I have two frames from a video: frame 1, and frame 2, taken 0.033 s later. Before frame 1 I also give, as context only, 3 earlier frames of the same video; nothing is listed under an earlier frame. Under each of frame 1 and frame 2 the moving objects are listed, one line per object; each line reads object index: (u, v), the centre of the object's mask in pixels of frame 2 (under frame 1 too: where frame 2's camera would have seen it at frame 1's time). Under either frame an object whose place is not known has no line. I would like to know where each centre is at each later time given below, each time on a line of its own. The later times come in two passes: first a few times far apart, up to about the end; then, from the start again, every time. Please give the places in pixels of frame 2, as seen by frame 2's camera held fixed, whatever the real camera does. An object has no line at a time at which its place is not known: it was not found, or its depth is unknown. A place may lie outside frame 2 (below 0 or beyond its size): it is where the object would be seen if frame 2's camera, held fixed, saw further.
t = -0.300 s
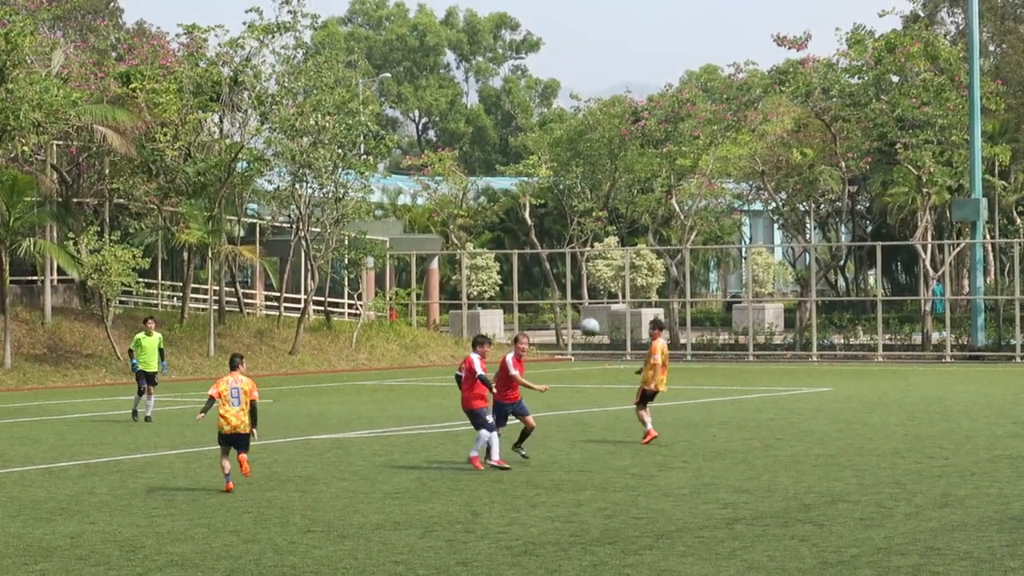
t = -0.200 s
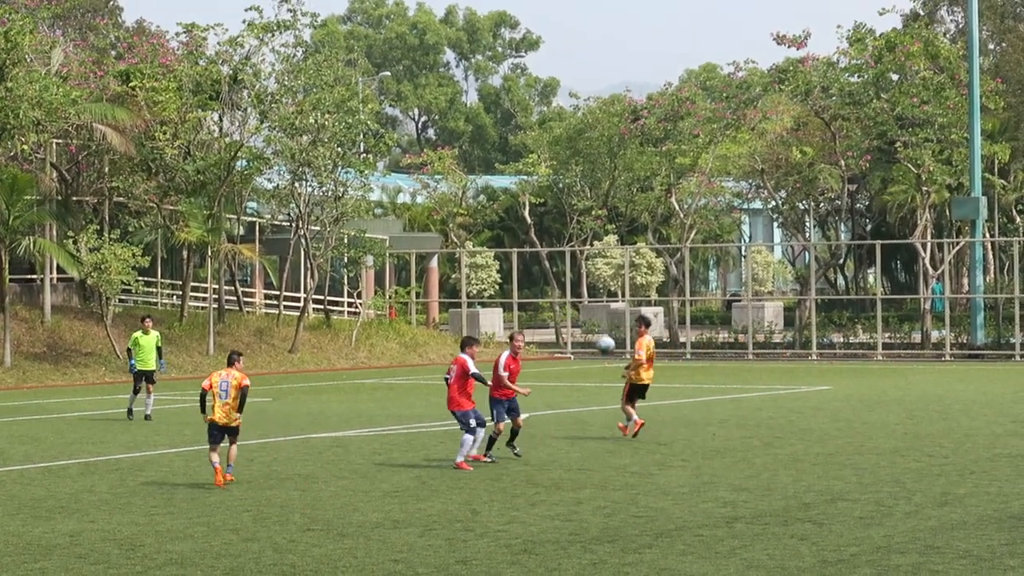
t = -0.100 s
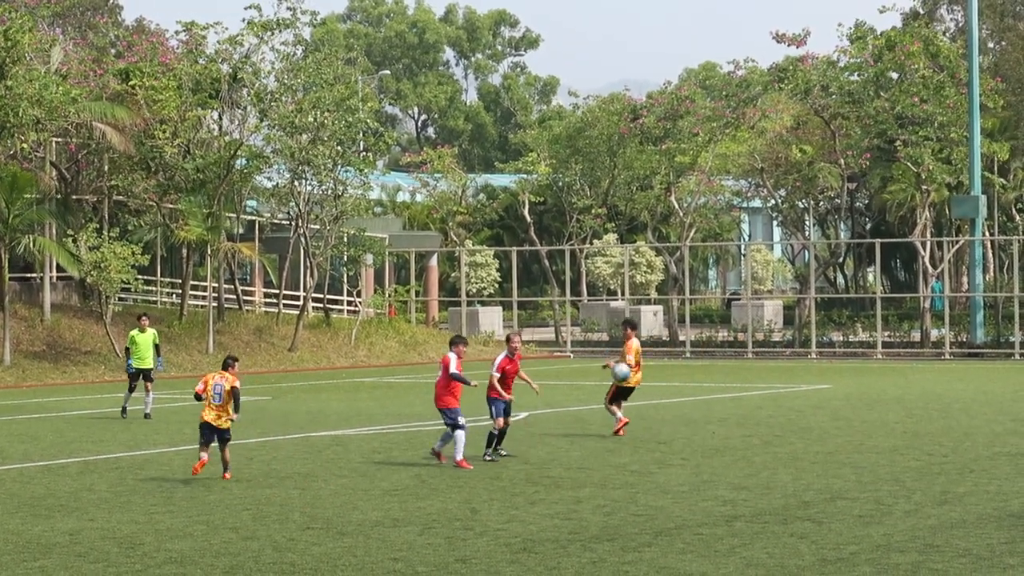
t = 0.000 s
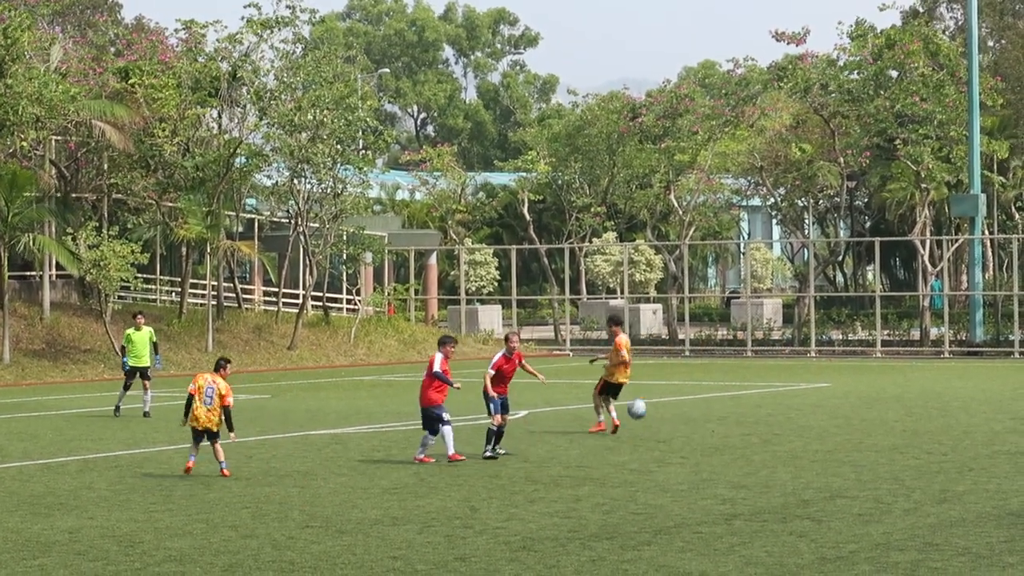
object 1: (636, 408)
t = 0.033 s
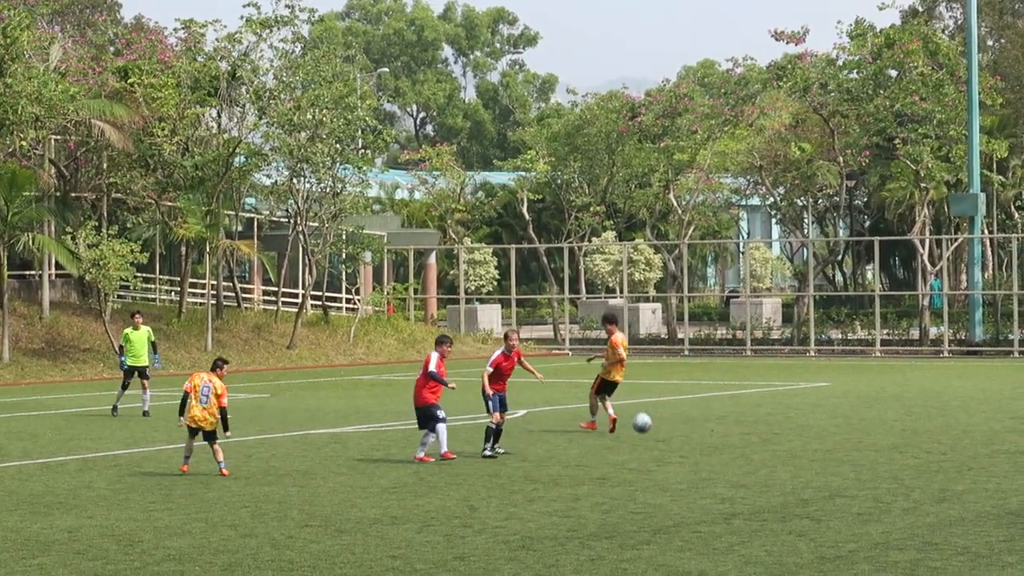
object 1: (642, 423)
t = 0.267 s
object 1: (667, 435)
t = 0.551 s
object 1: (686, 397)
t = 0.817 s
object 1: (705, 427)
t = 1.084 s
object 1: (728, 482)
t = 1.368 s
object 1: (754, 459)
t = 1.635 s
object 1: (781, 511)
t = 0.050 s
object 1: (645, 430)
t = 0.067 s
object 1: (647, 438)
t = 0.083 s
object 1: (650, 447)
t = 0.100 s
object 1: (653, 456)
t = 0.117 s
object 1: (656, 464)
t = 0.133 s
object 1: (658, 473)
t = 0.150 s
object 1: (659, 472)
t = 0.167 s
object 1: (661, 465)
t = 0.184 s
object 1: (662, 459)
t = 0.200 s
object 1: (663, 454)
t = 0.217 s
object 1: (664, 449)
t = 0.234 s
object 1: (665, 444)
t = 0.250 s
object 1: (666, 439)
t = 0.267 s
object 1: (667, 435)
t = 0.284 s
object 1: (668, 431)
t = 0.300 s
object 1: (670, 427)
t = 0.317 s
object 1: (671, 424)
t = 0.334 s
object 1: (672, 420)
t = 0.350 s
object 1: (673, 417)
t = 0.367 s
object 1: (674, 414)
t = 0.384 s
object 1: (675, 411)
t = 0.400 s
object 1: (676, 409)
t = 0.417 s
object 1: (677, 407)
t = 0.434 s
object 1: (678, 404)
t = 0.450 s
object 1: (679, 402)
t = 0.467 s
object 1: (681, 400)
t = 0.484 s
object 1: (682, 400)
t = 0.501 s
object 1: (683, 398)
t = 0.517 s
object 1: (684, 398)
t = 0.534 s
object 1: (685, 397)
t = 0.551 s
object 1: (686, 397)
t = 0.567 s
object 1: (687, 397)
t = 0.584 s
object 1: (688, 397)
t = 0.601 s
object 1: (690, 397)
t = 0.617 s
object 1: (691, 398)
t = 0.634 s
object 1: (692, 399)
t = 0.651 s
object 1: (693, 400)
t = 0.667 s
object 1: (694, 402)
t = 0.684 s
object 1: (695, 403)
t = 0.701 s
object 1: (697, 406)
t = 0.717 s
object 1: (698, 408)
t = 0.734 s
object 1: (699, 410)
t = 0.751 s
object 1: (701, 413)
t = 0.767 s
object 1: (702, 416)
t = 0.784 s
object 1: (703, 419)
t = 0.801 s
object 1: (704, 423)
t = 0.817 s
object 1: (705, 427)
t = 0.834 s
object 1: (706, 431)
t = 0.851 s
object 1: (708, 435)
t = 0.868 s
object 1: (709, 440)
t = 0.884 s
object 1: (711, 445)
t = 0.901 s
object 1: (713, 450)
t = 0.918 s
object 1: (714, 456)
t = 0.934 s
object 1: (715, 461)
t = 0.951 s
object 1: (717, 467)
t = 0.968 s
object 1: (718, 474)
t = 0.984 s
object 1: (719, 481)
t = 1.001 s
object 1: (721, 487)
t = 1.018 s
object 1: (722, 495)
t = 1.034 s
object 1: (723, 493)
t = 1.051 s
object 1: (725, 489)
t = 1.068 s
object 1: (726, 485)
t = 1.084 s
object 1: (728, 482)
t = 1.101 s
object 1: (729, 478)
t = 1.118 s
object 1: (731, 475)
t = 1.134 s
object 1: (732, 472)
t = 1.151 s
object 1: (733, 469)
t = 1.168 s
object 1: (735, 467)
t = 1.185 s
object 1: (736, 465)
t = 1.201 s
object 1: (738, 463)
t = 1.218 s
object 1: (740, 461)
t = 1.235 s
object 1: (741, 460)
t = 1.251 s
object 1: (743, 459)
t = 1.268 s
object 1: (744, 458)
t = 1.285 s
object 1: (745, 458)
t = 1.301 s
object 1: (747, 458)
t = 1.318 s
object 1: (749, 458)
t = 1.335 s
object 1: (750, 458)
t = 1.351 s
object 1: (752, 459)
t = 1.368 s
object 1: (754, 459)
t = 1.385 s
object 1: (755, 460)
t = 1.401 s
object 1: (757, 462)
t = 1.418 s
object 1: (759, 464)
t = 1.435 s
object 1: (761, 466)
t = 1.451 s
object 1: (762, 468)
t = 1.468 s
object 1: (764, 470)
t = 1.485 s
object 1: (765, 473)
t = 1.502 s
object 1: (767, 476)
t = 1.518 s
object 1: (769, 480)
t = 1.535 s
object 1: (771, 483)
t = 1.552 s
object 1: (773, 487)
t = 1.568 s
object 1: (774, 492)
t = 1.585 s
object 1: (777, 497)
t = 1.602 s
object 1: (778, 501)
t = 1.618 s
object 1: (780, 507)
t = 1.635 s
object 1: (781, 511)
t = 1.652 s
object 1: (782, 510)
